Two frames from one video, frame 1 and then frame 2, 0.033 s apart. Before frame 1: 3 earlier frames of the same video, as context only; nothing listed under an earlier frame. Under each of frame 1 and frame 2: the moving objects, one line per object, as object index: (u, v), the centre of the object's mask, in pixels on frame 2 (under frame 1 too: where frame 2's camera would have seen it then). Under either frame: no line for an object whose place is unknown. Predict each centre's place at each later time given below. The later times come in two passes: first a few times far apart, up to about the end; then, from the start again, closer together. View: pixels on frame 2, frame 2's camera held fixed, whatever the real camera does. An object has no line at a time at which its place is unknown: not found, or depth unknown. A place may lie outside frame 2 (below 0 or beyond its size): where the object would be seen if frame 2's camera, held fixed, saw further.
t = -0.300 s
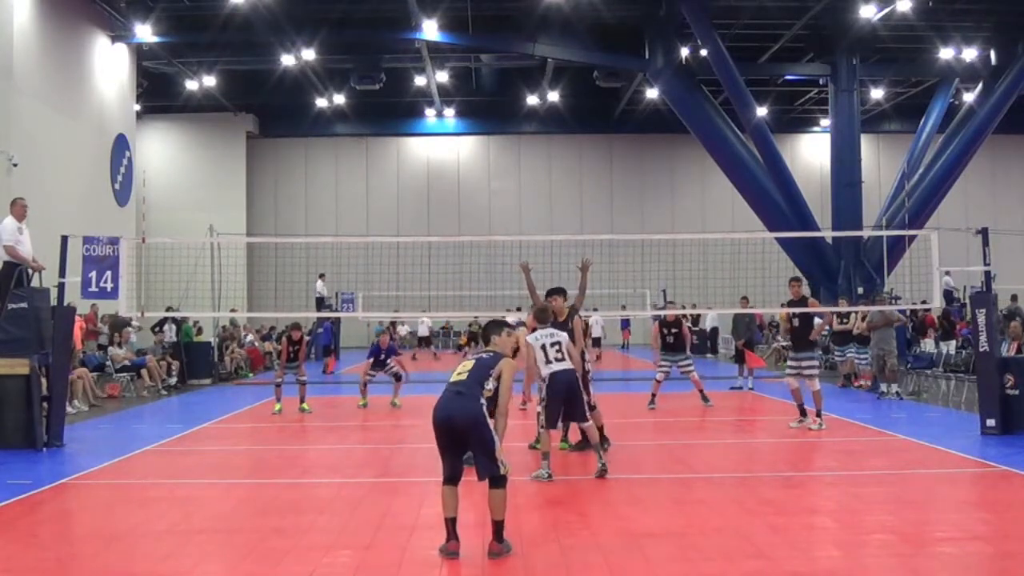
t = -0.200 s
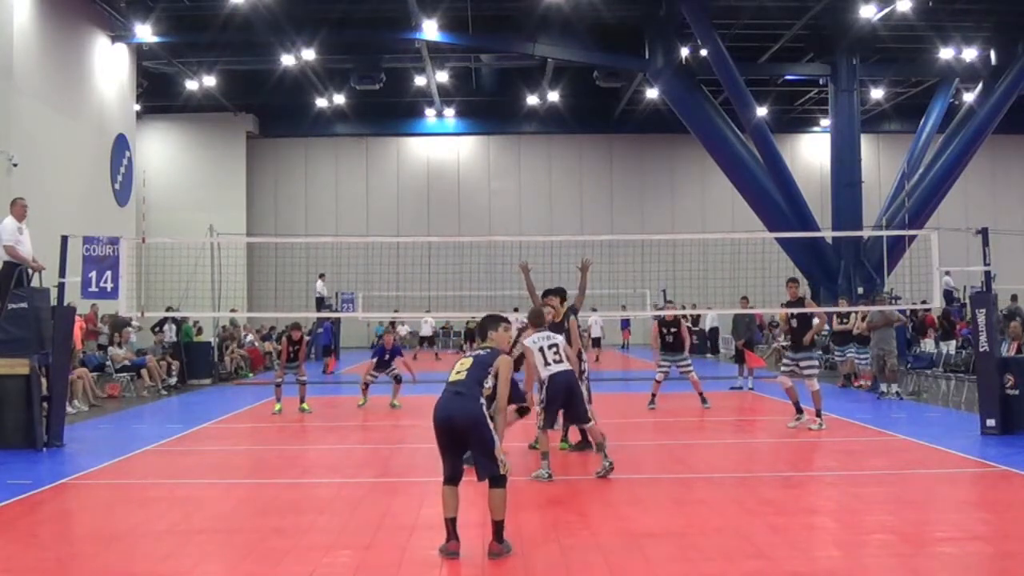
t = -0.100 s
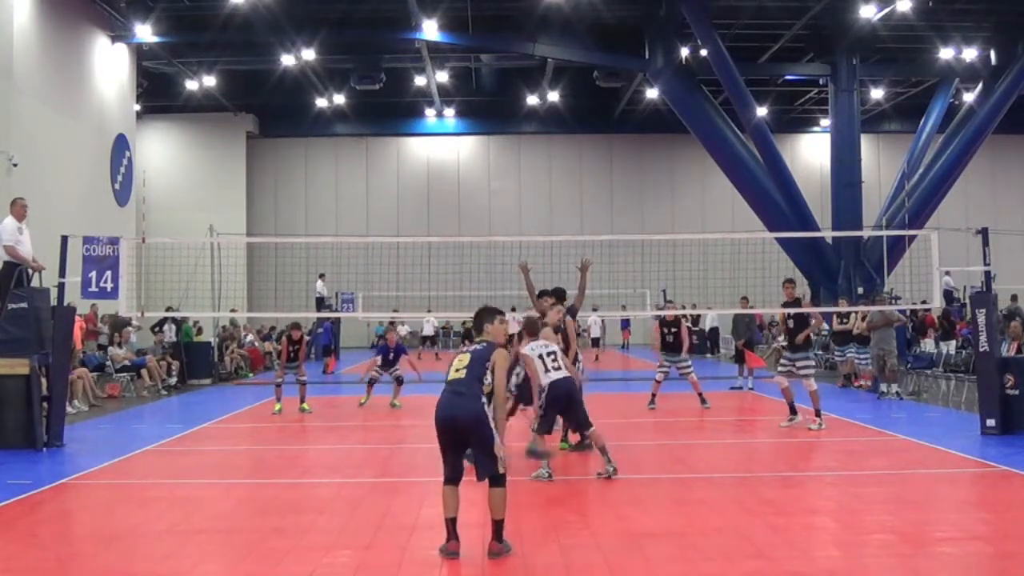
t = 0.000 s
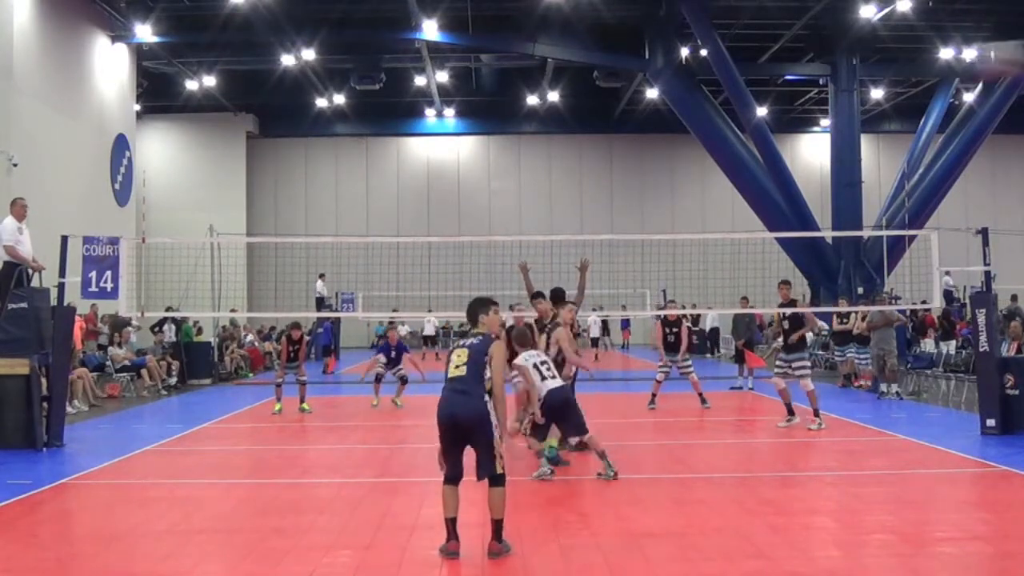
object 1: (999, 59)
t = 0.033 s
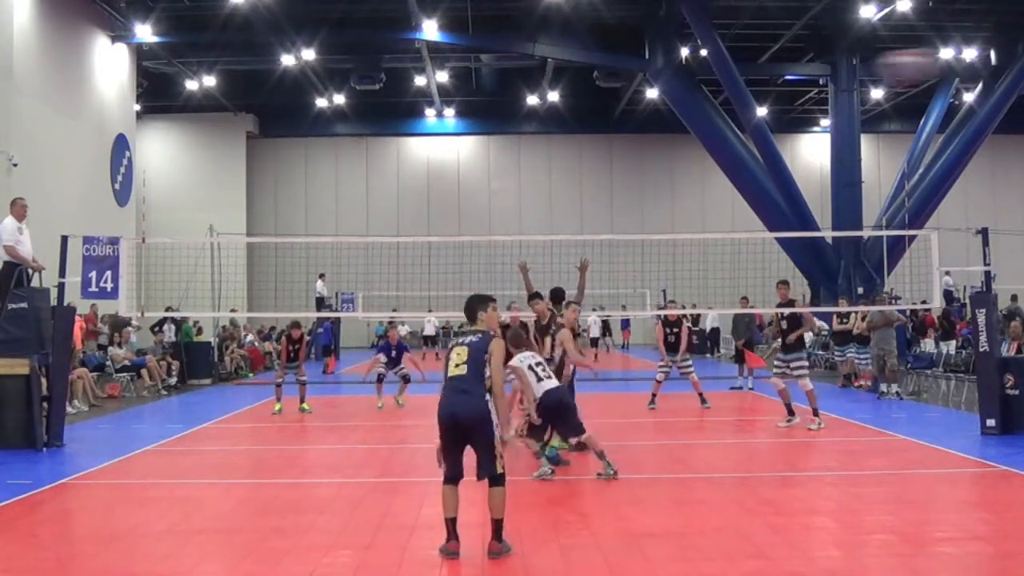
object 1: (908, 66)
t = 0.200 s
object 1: (623, 125)
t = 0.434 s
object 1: (428, 233)
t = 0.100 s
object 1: (767, 87)
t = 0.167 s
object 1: (664, 112)
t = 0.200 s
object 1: (623, 125)
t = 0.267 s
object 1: (552, 157)
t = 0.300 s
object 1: (524, 174)
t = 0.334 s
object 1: (496, 188)
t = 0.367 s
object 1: (472, 202)
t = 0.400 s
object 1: (449, 219)
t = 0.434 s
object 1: (428, 233)
